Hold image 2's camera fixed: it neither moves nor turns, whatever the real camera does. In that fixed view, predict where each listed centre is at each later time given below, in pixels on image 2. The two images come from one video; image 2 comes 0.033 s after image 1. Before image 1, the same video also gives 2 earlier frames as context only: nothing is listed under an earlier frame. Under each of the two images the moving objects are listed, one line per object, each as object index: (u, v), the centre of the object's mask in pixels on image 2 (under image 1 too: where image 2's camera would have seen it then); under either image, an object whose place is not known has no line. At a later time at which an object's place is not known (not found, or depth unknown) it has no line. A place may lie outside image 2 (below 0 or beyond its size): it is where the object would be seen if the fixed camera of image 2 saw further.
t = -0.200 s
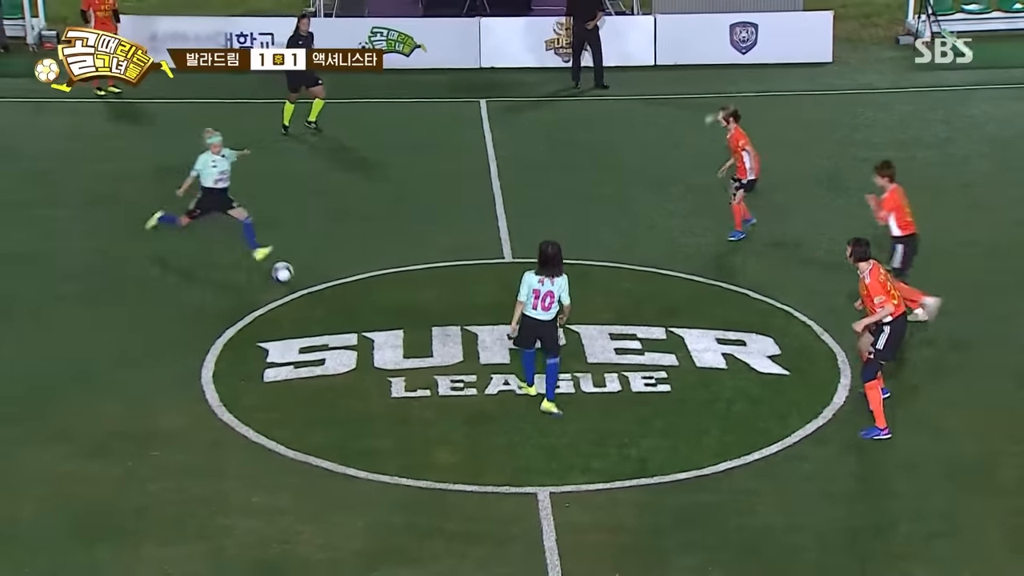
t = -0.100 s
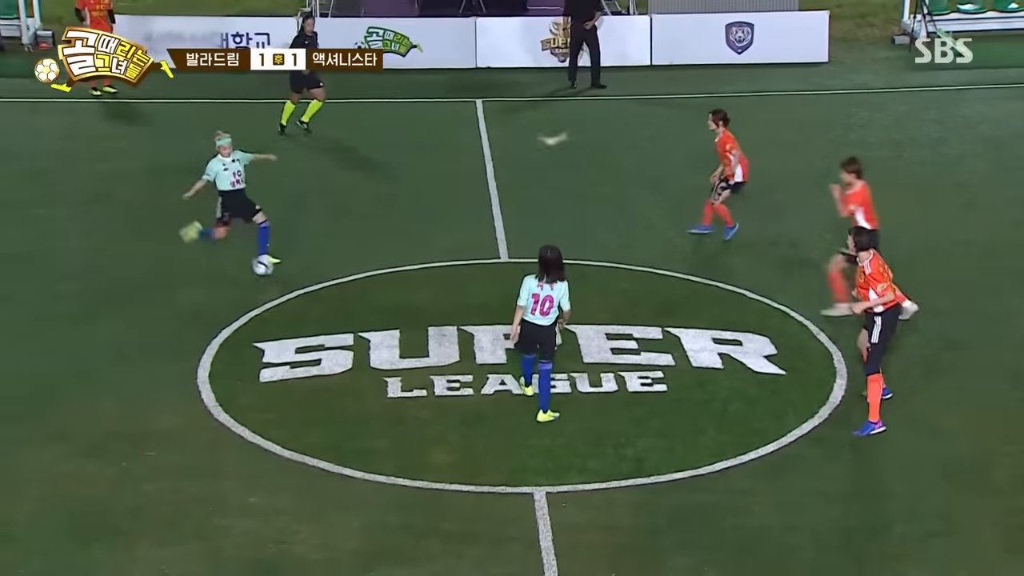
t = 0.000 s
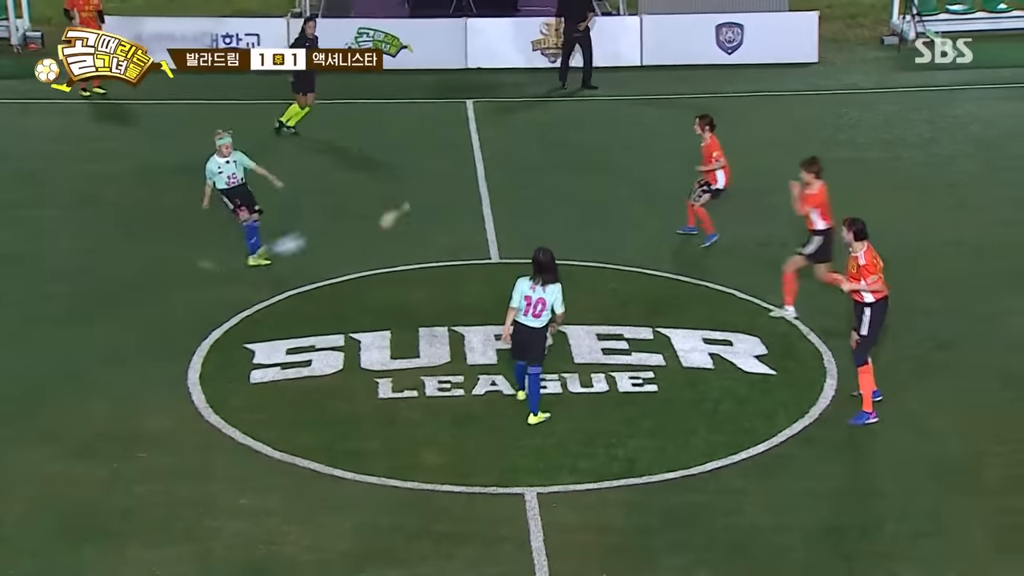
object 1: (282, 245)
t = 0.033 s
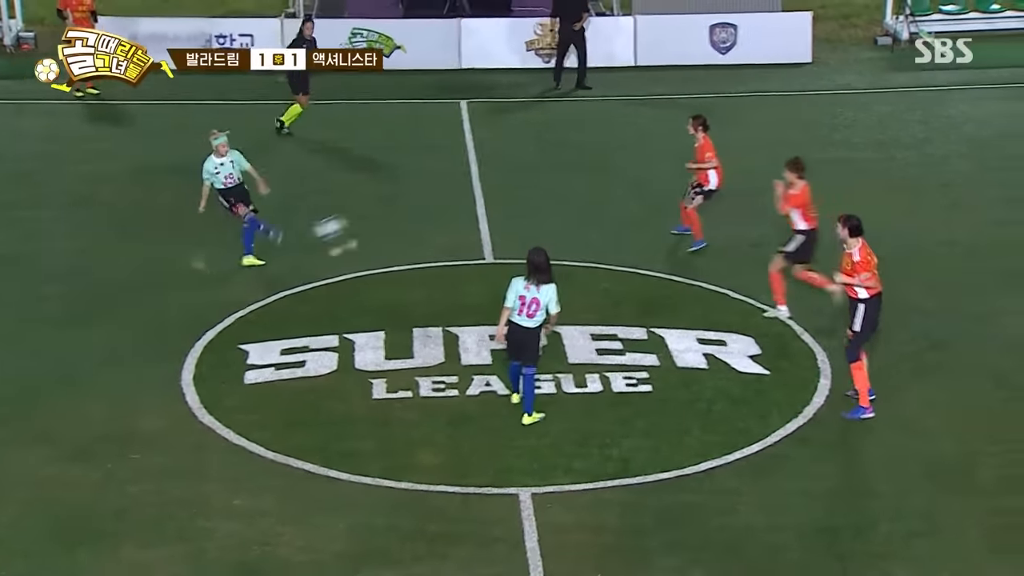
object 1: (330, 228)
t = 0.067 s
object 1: (377, 210)
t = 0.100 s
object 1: (425, 193)
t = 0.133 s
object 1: (474, 177)
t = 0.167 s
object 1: (525, 160)
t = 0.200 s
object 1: (576, 143)
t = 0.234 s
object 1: (627, 127)
